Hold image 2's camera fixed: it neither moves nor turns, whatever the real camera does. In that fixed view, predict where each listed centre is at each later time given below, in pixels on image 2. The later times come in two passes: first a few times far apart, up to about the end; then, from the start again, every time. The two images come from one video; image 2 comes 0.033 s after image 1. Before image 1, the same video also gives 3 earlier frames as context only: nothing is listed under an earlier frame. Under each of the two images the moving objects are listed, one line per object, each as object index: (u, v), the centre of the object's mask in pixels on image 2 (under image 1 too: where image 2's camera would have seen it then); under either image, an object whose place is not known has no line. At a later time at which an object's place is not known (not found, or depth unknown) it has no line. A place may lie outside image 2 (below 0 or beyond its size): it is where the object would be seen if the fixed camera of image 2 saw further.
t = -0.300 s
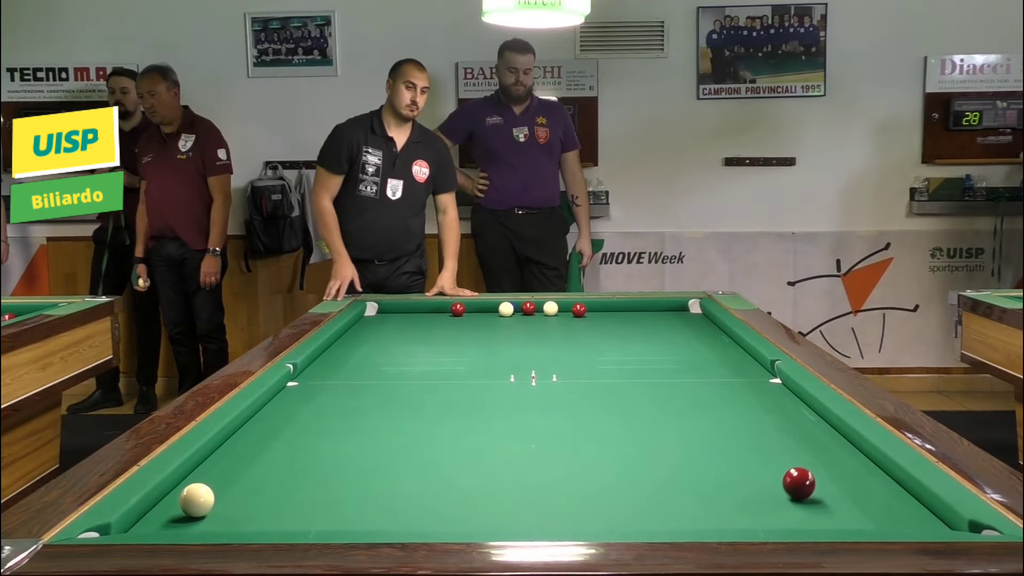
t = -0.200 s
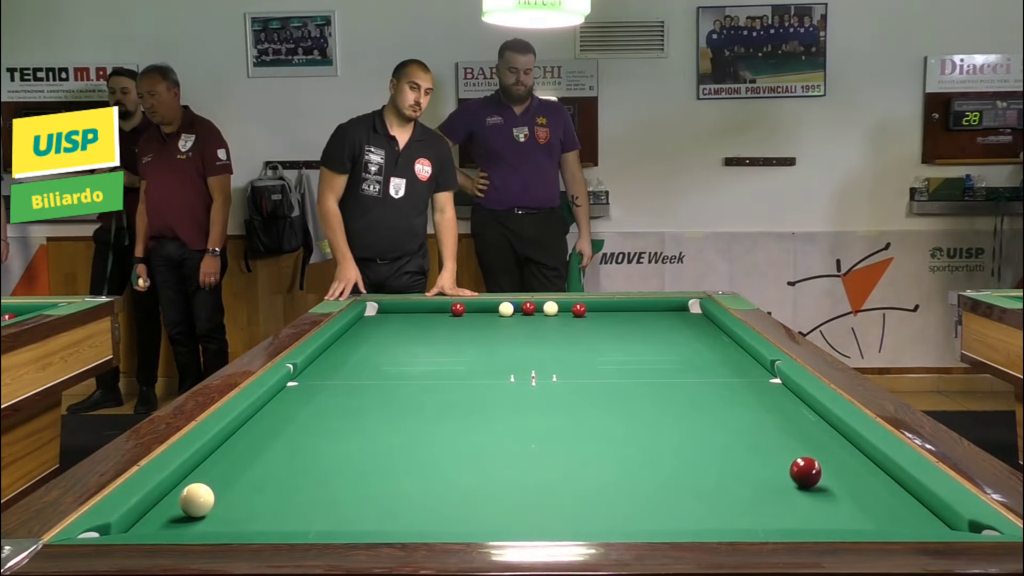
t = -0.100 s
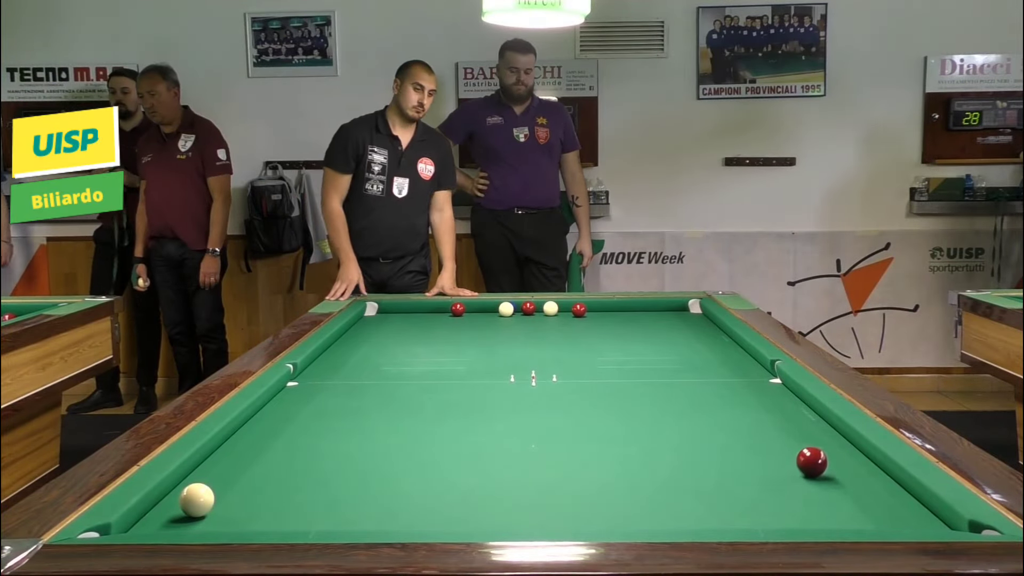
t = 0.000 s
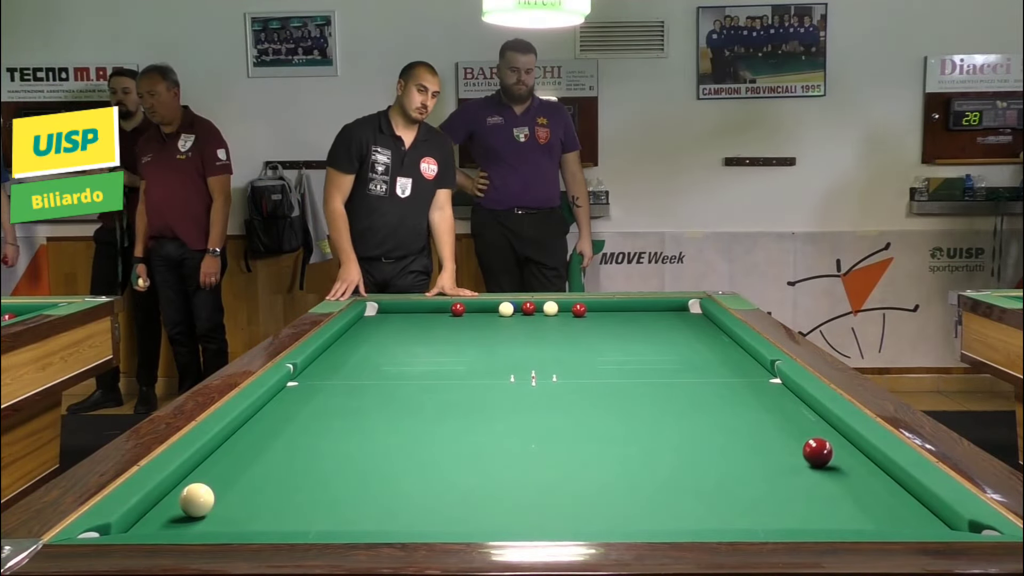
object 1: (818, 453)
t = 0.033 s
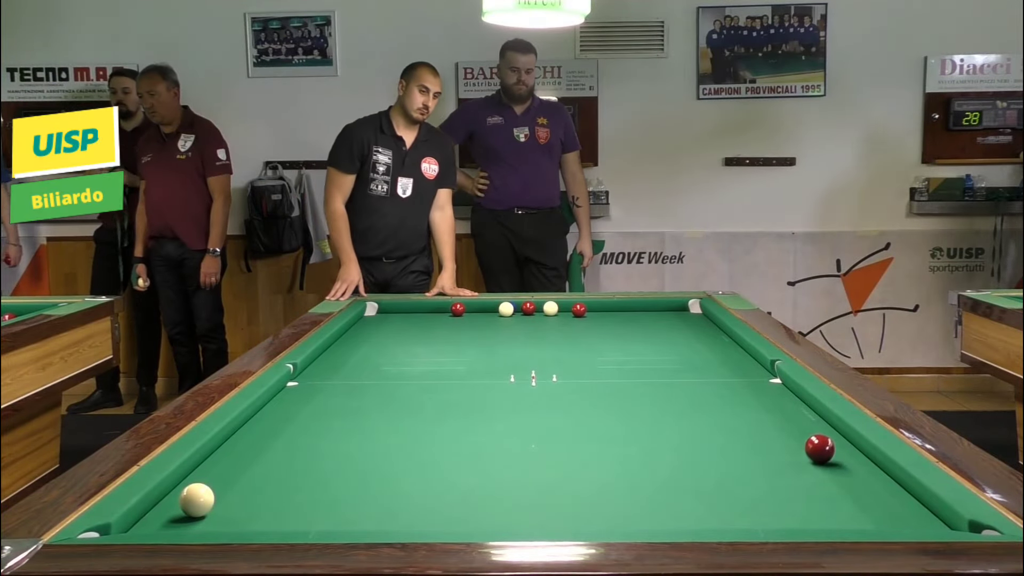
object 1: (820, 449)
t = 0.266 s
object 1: (830, 431)
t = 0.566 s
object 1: (789, 412)
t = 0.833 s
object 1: (757, 398)
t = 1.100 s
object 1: (731, 386)
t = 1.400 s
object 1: (704, 374)
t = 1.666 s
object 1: (683, 365)
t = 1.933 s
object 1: (664, 356)
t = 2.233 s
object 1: (645, 348)
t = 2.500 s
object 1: (630, 341)
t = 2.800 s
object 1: (615, 335)
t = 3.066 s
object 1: (603, 329)
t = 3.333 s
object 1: (592, 324)
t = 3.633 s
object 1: (580, 319)
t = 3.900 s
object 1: (572, 316)
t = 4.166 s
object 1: (563, 312)
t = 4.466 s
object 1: (561, 309)
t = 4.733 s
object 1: (563, 308)
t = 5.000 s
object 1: (565, 307)
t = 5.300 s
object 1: (566, 307)
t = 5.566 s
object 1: (566, 307)
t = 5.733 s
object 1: (566, 307)
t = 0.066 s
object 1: (821, 447)
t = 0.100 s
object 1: (823, 444)
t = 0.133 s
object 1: (825, 440)
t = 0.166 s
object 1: (826, 439)
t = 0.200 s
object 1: (828, 435)
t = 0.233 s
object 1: (829, 434)
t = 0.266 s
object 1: (830, 431)
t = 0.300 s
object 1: (825, 428)
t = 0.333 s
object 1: (819, 425)
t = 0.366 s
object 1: (816, 424)
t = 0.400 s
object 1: (811, 421)
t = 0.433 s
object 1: (805, 419)
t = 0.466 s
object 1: (802, 418)
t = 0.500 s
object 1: (797, 415)
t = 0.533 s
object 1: (792, 413)
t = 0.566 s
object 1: (789, 412)
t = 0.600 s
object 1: (785, 410)
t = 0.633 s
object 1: (779, 408)
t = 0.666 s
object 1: (777, 407)
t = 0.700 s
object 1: (772, 405)
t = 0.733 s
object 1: (768, 403)
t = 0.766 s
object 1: (766, 401)
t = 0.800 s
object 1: (761, 399)
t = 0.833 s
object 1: (757, 398)
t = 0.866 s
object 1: (755, 397)
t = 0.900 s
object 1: (750, 395)
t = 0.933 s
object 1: (746, 393)
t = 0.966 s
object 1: (744, 392)
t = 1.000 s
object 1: (740, 390)
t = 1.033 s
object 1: (736, 388)
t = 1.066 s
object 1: (734, 387)
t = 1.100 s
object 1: (731, 386)
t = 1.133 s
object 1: (727, 384)
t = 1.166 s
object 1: (725, 383)
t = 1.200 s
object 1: (721, 382)
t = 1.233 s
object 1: (718, 380)
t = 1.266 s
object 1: (714, 378)
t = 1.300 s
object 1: (712, 378)
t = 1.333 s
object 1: (709, 376)
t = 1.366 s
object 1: (707, 375)
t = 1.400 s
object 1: (704, 374)
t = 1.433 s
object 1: (701, 372)
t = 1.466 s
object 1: (697, 371)
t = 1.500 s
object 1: (696, 370)
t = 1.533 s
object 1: (694, 369)
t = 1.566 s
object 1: (691, 368)
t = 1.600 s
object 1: (688, 367)
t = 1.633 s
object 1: (685, 365)
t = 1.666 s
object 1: (683, 365)
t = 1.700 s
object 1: (682, 364)
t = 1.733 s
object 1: (679, 363)
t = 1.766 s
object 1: (676, 361)
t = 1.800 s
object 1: (673, 360)
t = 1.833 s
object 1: (670, 359)
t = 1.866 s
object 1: (669, 358)
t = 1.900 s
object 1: (666, 357)
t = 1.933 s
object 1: (664, 356)
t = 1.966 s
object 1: (662, 355)
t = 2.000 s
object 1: (660, 354)
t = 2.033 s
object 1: (657, 353)
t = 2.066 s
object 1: (656, 353)
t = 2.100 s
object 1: (654, 352)
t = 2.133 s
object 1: (651, 351)
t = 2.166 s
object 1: (650, 350)
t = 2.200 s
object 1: (647, 349)
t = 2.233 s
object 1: (645, 348)
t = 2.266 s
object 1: (644, 347)
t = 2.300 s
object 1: (641, 346)
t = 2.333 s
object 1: (639, 345)
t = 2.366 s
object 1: (638, 345)
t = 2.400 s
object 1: (636, 344)
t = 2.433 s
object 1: (633, 343)
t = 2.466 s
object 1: (632, 342)
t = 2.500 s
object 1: (630, 341)
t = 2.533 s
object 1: (628, 340)
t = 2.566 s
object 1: (627, 340)
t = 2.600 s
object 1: (625, 339)
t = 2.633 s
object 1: (623, 338)
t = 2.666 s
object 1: (622, 338)
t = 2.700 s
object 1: (620, 337)
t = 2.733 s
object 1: (618, 336)
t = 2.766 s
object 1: (617, 336)
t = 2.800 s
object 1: (615, 335)
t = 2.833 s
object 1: (614, 334)
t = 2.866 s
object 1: (612, 334)
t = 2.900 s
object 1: (611, 333)
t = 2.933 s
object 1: (609, 332)
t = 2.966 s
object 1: (608, 331)
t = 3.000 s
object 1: (606, 331)
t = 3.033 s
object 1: (604, 330)
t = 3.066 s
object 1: (603, 329)
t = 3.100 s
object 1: (602, 329)
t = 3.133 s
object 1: (600, 328)
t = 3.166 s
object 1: (599, 328)
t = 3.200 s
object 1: (597, 327)
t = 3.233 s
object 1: (596, 326)
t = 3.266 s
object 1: (595, 326)
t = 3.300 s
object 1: (593, 325)
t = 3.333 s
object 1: (592, 324)
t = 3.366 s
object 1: (591, 324)
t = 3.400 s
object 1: (589, 323)
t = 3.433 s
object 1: (588, 323)
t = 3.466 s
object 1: (587, 322)
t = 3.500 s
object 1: (585, 322)
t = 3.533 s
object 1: (584, 321)
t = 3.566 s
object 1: (582, 320)
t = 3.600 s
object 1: (582, 320)
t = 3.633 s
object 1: (580, 319)
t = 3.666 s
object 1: (579, 319)
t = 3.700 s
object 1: (578, 318)
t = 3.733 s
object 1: (577, 318)
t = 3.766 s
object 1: (575, 317)
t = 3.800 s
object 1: (575, 317)
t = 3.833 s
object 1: (573, 316)
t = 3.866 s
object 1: (572, 316)
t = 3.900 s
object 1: (572, 316)
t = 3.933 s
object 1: (570, 315)
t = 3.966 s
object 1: (569, 315)
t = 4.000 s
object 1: (568, 314)
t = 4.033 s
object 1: (566, 314)
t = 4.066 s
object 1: (566, 314)
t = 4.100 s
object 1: (565, 313)
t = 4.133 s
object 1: (564, 312)
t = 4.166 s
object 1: (563, 312)
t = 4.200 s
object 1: (562, 311)
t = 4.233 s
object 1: (561, 311)
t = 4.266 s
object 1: (560, 311)
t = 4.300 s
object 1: (560, 310)
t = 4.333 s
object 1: (560, 310)
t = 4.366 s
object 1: (560, 310)
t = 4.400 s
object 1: (561, 310)
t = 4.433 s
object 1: (561, 309)
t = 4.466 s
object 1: (561, 309)
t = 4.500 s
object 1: (561, 309)
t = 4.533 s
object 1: (562, 309)
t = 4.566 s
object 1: (562, 309)
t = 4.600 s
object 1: (562, 309)
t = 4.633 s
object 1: (563, 309)
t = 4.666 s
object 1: (563, 309)
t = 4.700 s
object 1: (563, 308)
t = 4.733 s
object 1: (563, 308)
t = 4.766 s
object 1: (563, 308)
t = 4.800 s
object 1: (564, 308)
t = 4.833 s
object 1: (564, 308)
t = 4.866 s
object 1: (564, 308)
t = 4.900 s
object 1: (564, 307)
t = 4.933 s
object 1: (564, 307)
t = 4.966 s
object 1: (564, 307)
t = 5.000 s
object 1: (565, 307)
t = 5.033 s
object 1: (565, 307)
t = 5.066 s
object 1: (565, 307)
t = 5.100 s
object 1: (565, 307)
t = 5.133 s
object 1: (565, 307)
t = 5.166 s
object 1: (565, 307)
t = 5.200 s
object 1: (565, 307)
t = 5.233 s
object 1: (565, 307)
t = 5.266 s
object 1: (566, 307)
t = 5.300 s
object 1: (566, 307)
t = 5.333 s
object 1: (566, 307)
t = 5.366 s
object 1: (566, 307)
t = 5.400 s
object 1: (566, 307)
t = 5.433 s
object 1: (566, 307)
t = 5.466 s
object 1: (566, 307)
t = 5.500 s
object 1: (566, 307)
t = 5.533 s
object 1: (566, 307)
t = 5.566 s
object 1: (566, 307)
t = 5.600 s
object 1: (566, 307)
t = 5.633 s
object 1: (566, 307)
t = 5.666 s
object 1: (566, 307)
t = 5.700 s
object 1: (566, 307)
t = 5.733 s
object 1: (566, 307)
